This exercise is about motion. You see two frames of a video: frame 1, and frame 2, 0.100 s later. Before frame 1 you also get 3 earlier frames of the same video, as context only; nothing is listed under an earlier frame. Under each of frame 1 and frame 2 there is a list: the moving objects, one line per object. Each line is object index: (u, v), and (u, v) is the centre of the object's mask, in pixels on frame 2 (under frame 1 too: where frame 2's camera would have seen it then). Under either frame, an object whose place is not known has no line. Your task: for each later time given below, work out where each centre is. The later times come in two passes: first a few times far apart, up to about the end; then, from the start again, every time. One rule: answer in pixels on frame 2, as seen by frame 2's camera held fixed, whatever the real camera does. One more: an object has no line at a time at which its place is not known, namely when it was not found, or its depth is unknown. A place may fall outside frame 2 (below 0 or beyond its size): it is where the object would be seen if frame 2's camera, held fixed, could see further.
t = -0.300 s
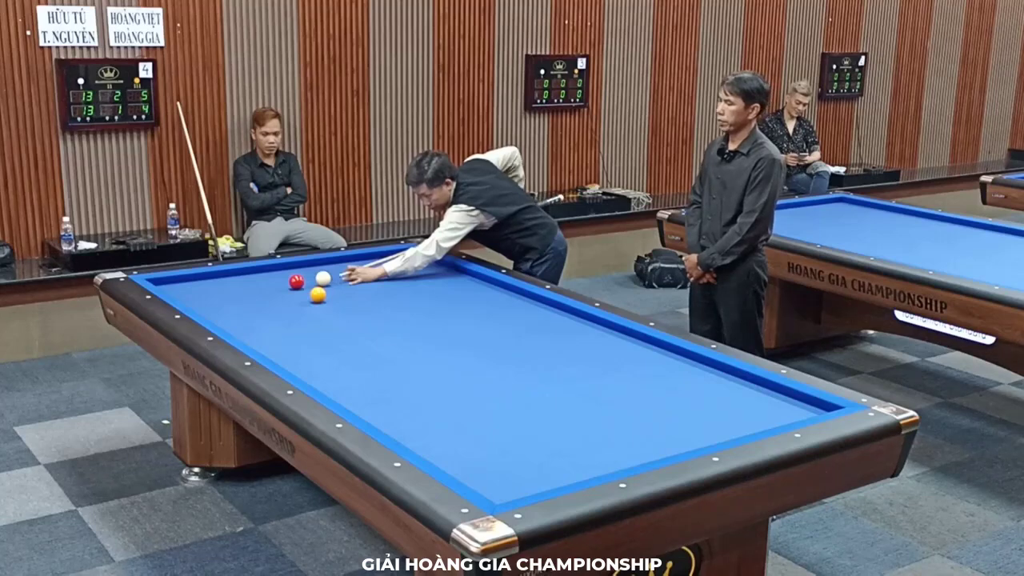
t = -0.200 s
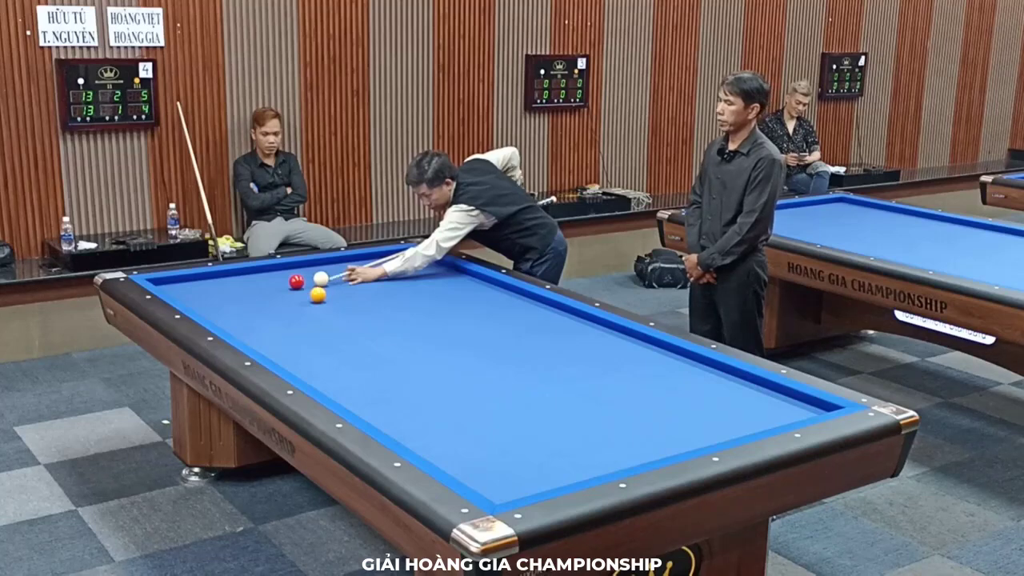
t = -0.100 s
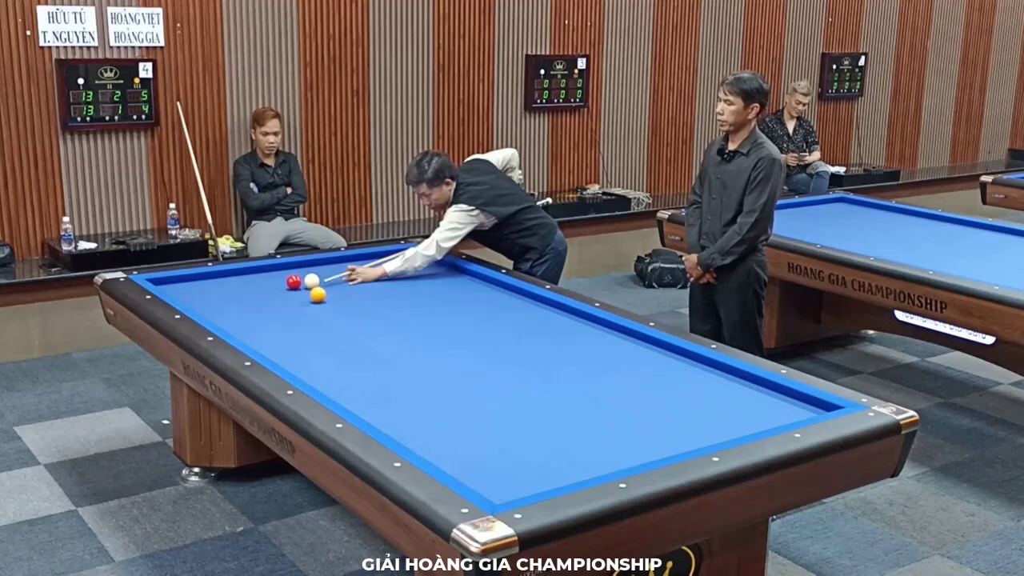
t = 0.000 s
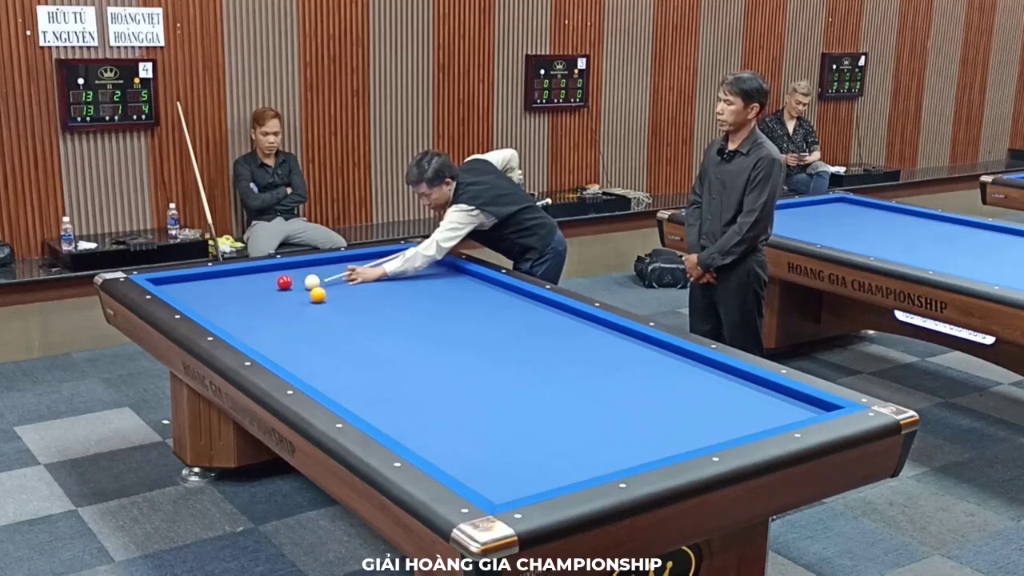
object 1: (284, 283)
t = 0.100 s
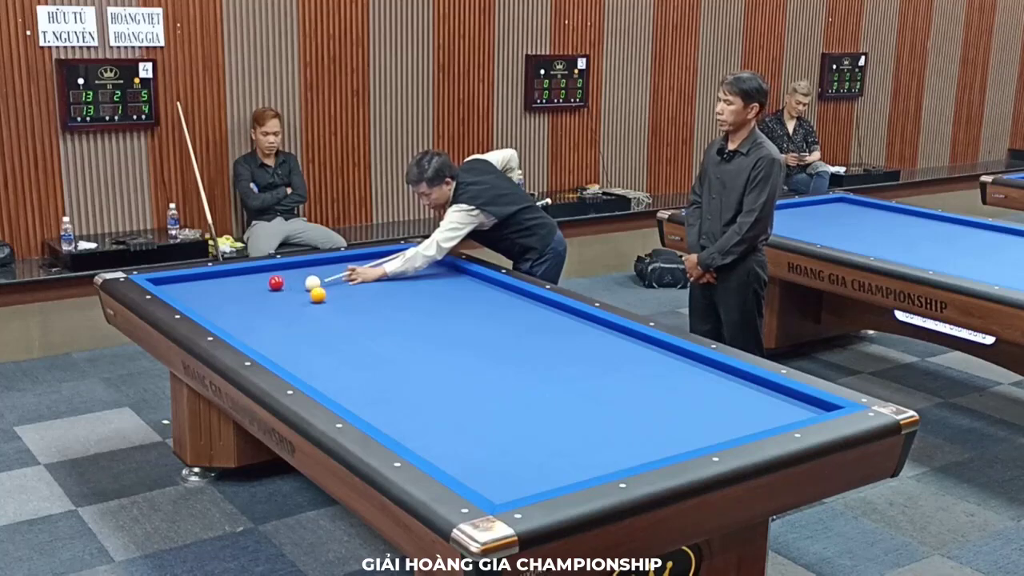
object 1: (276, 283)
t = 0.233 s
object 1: (265, 283)
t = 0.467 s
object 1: (246, 285)
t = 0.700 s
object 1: (226, 286)
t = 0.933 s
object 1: (208, 287)
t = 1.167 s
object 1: (190, 288)
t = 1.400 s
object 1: (173, 288)
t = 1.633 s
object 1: (171, 288)
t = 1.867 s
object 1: (178, 286)
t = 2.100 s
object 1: (186, 285)
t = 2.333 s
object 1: (193, 283)
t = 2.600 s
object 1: (200, 282)
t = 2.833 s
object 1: (205, 281)
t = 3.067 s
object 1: (211, 280)
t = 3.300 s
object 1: (215, 279)
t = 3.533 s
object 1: (220, 278)
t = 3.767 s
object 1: (224, 277)
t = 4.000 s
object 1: (227, 276)
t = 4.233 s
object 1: (230, 276)
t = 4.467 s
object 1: (233, 276)
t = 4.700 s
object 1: (235, 275)
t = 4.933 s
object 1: (236, 275)
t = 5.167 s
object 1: (237, 275)
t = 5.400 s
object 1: (238, 275)
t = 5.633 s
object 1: (239, 275)
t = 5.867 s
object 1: (239, 275)
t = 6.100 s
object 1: (239, 275)
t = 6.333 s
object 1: (239, 275)
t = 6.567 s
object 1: (239, 275)
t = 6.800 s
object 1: (239, 275)
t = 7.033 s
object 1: (239, 275)
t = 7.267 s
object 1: (239, 275)
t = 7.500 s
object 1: (239, 275)
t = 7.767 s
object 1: (239, 275)
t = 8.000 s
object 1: (239, 275)
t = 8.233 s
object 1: (239, 275)
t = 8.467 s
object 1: (239, 275)
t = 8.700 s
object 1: (239, 275)
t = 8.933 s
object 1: (239, 275)
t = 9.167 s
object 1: (239, 274)
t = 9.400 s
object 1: (239, 274)
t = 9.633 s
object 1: (239, 274)
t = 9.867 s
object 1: (239, 274)
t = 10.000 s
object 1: (239, 274)
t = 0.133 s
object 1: (273, 283)
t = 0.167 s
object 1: (270, 283)
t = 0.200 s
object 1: (267, 283)
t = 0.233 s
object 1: (265, 283)
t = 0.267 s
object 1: (262, 284)
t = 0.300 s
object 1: (259, 284)
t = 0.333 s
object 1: (256, 284)
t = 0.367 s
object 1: (254, 284)
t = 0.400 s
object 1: (251, 284)
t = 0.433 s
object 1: (248, 285)
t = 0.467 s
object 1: (246, 285)
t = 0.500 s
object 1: (243, 285)
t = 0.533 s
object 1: (240, 286)
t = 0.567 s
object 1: (237, 285)
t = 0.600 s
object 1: (235, 286)
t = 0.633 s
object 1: (232, 286)
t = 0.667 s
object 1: (229, 286)
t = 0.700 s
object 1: (226, 286)
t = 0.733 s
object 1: (224, 286)
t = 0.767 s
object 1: (221, 286)
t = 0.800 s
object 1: (219, 287)
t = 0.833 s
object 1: (216, 286)
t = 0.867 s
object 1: (214, 286)
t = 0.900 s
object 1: (211, 287)
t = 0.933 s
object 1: (208, 287)
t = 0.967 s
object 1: (205, 287)
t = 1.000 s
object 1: (203, 287)
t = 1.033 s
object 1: (200, 287)
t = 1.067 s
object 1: (198, 287)
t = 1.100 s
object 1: (195, 287)
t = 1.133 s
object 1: (193, 287)
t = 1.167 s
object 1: (190, 288)
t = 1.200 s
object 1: (188, 288)
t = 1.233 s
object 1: (185, 288)
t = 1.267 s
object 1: (183, 288)
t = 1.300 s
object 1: (180, 288)
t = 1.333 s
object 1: (178, 288)
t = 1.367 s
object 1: (175, 288)
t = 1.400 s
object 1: (173, 288)
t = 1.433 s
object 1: (171, 288)
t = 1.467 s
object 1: (169, 288)
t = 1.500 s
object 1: (167, 287)
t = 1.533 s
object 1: (168, 288)
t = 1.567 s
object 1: (169, 288)
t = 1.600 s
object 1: (170, 288)
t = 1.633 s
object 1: (171, 288)
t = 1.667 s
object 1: (172, 288)
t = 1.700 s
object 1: (173, 287)
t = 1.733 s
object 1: (175, 287)
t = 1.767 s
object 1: (176, 287)
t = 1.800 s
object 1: (177, 287)
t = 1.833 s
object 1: (178, 287)
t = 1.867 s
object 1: (178, 286)
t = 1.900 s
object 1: (180, 286)
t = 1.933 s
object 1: (181, 286)
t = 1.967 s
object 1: (182, 286)
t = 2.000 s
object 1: (183, 285)
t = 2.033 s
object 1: (184, 285)
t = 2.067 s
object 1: (185, 285)
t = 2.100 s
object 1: (186, 285)
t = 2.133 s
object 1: (187, 284)
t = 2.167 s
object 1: (188, 284)
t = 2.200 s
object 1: (189, 284)
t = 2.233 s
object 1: (190, 284)
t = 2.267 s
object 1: (191, 284)
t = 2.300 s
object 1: (192, 284)
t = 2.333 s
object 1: (193, 283)
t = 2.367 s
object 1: (194, 283)
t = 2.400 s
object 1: (194, 283)
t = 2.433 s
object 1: (195, 283)
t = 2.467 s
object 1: (196, 283)
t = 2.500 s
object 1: (197, 282)
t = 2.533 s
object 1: (198, 282)
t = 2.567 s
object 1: (199, 282)
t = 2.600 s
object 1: (200, 282)
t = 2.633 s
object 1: (200, 282)
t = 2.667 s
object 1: (201, 282)
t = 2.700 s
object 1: (202, 281)
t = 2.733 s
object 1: (203, 281)
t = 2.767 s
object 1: (204, 281)
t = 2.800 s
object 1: (204, 281)
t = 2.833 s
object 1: (205, 281)
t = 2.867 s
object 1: (206, 280)
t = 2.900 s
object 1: (207, 280)
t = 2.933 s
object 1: (208, 280)
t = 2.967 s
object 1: (208, 280)
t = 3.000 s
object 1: (209, 280)
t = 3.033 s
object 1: (210, 280)
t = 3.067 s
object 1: (211, 280)
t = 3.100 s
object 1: (211, 280)
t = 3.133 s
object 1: (212, 279)
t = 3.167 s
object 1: (213, 279)
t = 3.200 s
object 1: (213, 279)
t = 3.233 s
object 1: (214, 279)
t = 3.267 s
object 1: (215, 279)
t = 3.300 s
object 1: (215, 279)
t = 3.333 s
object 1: (216, 279)
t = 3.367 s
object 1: (216, 278)
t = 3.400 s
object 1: (217, 278)
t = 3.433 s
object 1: (218, 278)
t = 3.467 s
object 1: (218, 278)
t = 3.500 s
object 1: (219, 278)
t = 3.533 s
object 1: (220, 278)
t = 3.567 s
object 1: (220, 278)
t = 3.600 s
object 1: (221, 278)
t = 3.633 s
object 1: (221, 277)
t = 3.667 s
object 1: (222, 277)
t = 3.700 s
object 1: (222, 277)
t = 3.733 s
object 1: (223, 277)
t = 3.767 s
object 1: (224, 277)
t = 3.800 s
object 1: (224, 277)
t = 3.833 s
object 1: (225, 277)
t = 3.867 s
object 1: (225, 277)
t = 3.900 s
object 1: (225, 277)
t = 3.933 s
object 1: (226, 277)
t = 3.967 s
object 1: (226, 276)
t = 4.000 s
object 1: (227, 276)
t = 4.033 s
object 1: (228, 276)
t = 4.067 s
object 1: (228, 276)
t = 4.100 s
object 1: (228, 276)
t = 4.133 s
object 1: (229, 276)
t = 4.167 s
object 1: (229, 276)
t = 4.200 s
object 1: (230, 276)
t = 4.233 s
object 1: (230, 276)
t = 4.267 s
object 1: (230, 276)
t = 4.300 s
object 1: (231, 276)
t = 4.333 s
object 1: (231, 276)
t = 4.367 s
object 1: (232, 276)
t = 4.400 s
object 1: (232, 276)
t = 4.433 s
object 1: (232, 276)
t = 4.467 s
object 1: (233, 276)
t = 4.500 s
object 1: (233, 276)
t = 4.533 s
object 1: (233, 275)
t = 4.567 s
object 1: (234, 275)
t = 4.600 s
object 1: (234, 275)
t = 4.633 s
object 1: (234, 275)
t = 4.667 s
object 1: (234, 275)
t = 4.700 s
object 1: (235, 275)
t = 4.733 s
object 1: (235, 275)
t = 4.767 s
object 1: (235, 275)
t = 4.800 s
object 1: (236, 275)
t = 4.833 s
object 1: (236, 275)
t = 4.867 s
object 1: (236, 275)
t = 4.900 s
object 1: (236, 275)
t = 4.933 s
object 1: (236, 275)
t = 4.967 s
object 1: (236, 275)
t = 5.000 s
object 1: (237, 275)
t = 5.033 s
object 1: (237, 275)
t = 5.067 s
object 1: (237, 275)
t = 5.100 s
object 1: (237, 275)
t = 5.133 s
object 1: (237, 275)
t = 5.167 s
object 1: (237, 275)
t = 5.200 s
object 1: (237, 275)
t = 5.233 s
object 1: (237, 275)
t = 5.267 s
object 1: (238, 275)
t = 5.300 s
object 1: (238, 275)
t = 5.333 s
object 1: (238, 275)
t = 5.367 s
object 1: (238, 275)
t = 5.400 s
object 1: (238, 275)
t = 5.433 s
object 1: (238, 275)
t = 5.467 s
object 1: (238, 275)
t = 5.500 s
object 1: (238, 275)
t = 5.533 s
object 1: (238, 275)
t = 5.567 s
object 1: (239, 275)
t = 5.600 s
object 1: (239, 275)
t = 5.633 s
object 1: (239, 275)
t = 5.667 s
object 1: (239, 275)
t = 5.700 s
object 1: (239, 275)
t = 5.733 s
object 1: (239, 275)
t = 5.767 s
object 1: (239, 275)
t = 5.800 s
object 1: (239, 275)
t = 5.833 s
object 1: (239, 275)
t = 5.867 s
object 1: (239, 275)
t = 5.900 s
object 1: (239, 275)
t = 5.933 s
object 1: (239, 275)
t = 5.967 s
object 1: (239, 275)
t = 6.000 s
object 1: (239, 275)
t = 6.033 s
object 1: (239, 275)
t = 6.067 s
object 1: (239, 275)
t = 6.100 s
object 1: (239, 275)
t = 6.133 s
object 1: (239, 275)
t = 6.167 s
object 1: (239, 275)
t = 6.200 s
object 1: (239, 275)
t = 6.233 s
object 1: (239, 275)
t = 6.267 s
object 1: (239, 275)
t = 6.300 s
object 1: (239, 275)
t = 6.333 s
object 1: (239, 275)
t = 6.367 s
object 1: (239, 275)
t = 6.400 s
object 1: (239, 275)
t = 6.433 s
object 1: (239, 275)
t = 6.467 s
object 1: (239, 275)
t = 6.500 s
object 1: (239, 275)
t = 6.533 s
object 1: (239, 275)
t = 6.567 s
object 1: (239, 275)
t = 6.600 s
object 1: (239, 275)
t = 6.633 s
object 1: (239, 275)
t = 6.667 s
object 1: (239, 275)
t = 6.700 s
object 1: (239, 275)
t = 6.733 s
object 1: (239, 275)
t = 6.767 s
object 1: (239, 275)
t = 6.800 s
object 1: (239, 275)
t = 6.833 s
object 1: (239, 275)
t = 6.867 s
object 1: (239, 275)
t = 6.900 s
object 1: (239, 275)
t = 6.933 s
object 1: (239, 275)
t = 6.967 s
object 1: (239, 275)
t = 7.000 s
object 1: (239, 275)
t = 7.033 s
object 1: (239, 275)
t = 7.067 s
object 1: (239, 275)
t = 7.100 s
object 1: (239, 275)
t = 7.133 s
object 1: (239, 275)
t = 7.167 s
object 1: (239, 275)
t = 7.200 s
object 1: (239, 275)
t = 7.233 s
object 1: (239, 275)
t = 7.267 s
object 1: (239, 275)
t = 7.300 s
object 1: (239, 275)
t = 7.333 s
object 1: (239, 275)
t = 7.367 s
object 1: (239, 275)
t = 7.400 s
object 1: (239, 275)
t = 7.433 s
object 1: (239, 275)
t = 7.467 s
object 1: (239, 275)
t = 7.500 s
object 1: (239, 275)
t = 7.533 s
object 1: (239, 275)
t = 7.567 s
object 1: (239, 275)
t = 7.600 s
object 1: (239, 275)
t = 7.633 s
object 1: (239, 275)
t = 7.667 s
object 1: (239, 275)
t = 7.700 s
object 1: (239, 275)
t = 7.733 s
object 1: (239, 275)
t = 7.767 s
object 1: (239, 275)
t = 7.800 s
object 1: (239, 275)
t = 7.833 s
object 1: (239, 275)
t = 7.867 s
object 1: (239, 275)
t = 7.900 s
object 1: (239, 275)
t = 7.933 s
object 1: (239, 275)
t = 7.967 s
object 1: (239, 275)
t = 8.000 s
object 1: (239, 275)
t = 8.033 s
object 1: (239, 275)
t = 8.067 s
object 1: (239, 275)
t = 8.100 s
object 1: (239, 275)
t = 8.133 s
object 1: (239, 275)
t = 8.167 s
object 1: (239, 275)
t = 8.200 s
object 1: (239, 275)
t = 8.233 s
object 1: (239, 275)
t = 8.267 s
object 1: (239, 275)
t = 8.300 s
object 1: (239, 275)
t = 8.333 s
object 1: (239, 275)
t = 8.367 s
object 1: (239, 275)
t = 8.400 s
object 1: (239, 275)
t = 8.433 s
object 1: (239, 275)
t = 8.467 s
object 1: (239, 275)
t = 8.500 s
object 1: (239, 275)
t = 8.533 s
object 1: (239, 275)
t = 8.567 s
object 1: (239, 275)
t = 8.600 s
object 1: (239, 275)
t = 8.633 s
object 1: (239, 275)
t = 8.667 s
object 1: (239, 275)
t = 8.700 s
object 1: (239, 275)
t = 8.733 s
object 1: (239, 275)
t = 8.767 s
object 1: (239, 275)
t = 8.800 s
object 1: (239, 275)
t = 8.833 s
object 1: (239, 275)
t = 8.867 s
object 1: (239, 275)
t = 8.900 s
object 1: (239, 275)
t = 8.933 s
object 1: (239, 275)
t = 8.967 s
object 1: (239, 274)
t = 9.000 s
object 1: (239, 274)
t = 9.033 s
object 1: (239, 274)
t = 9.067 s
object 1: (239, 274)
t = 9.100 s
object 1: (239, 274)
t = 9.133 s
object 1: (239, 274)
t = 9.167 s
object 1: (239, 274)
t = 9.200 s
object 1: (239, 274)
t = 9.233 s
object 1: (239, 274)
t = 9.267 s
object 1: (239, 274)
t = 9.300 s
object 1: (239, 274)
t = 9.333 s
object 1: (239, 274)
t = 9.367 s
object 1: (239, 274)
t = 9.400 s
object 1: (239, 274)
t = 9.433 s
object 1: (239, 274)
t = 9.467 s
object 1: (239, 274)
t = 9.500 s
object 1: (239, 274)
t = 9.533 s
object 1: (239, 274)
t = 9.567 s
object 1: (239, 274)
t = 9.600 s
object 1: (239, 274)
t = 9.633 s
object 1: (239, 274)
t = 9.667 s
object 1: (239, 274)
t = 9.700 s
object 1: (239, 274)
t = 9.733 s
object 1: (239, 274)
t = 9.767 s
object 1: (239, 274)
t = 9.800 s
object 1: (239, 274)
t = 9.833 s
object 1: (239, 274)
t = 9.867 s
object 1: (239, 274)
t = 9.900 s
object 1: (239, 274)
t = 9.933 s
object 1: (239, 274)
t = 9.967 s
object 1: (239, 274)
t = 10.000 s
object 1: (239, 274)
